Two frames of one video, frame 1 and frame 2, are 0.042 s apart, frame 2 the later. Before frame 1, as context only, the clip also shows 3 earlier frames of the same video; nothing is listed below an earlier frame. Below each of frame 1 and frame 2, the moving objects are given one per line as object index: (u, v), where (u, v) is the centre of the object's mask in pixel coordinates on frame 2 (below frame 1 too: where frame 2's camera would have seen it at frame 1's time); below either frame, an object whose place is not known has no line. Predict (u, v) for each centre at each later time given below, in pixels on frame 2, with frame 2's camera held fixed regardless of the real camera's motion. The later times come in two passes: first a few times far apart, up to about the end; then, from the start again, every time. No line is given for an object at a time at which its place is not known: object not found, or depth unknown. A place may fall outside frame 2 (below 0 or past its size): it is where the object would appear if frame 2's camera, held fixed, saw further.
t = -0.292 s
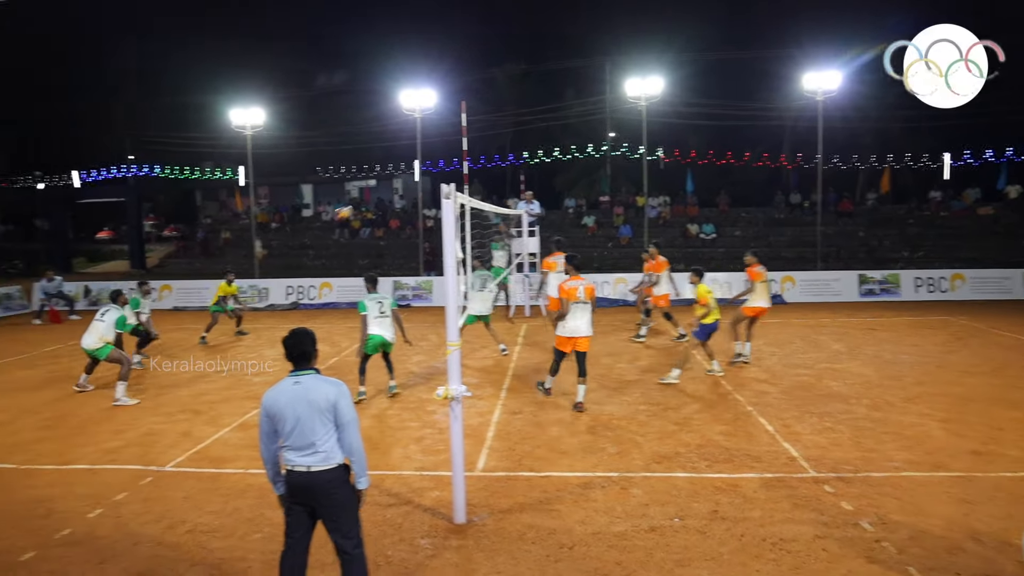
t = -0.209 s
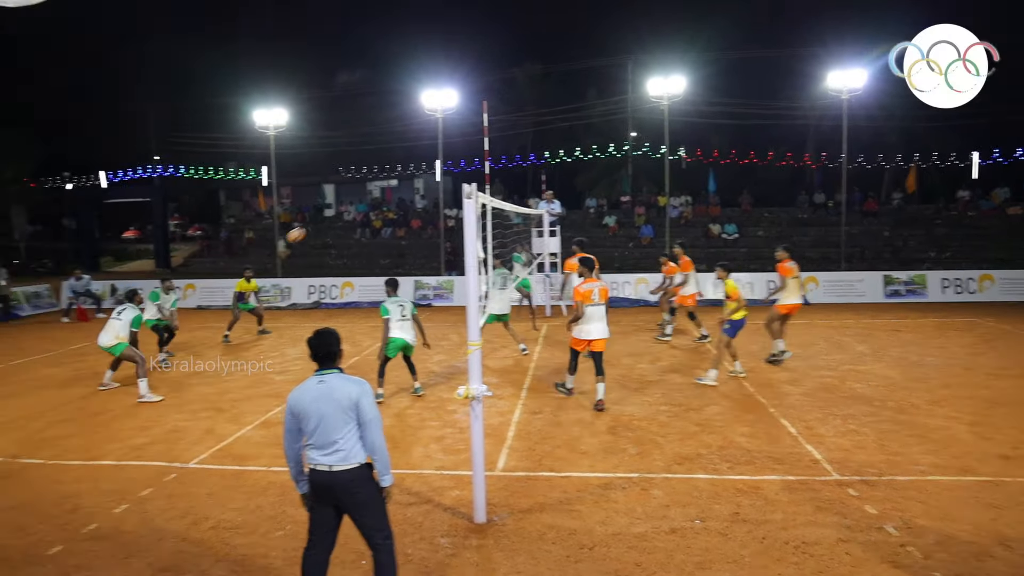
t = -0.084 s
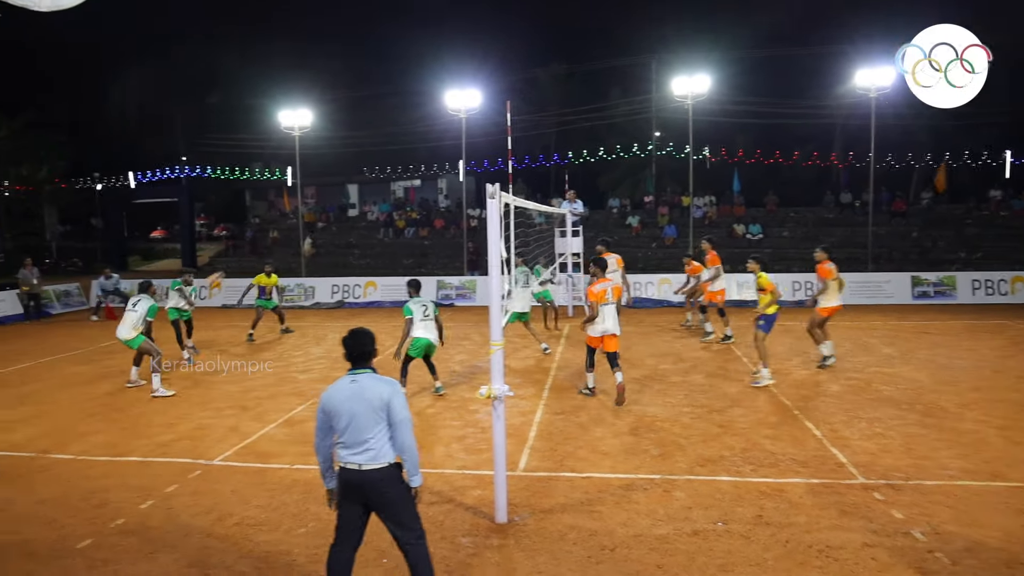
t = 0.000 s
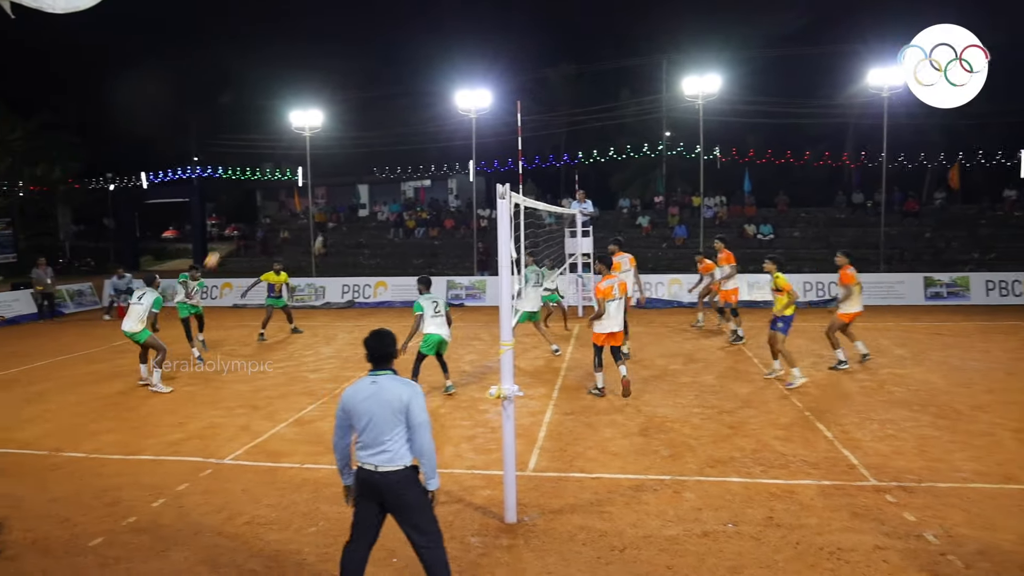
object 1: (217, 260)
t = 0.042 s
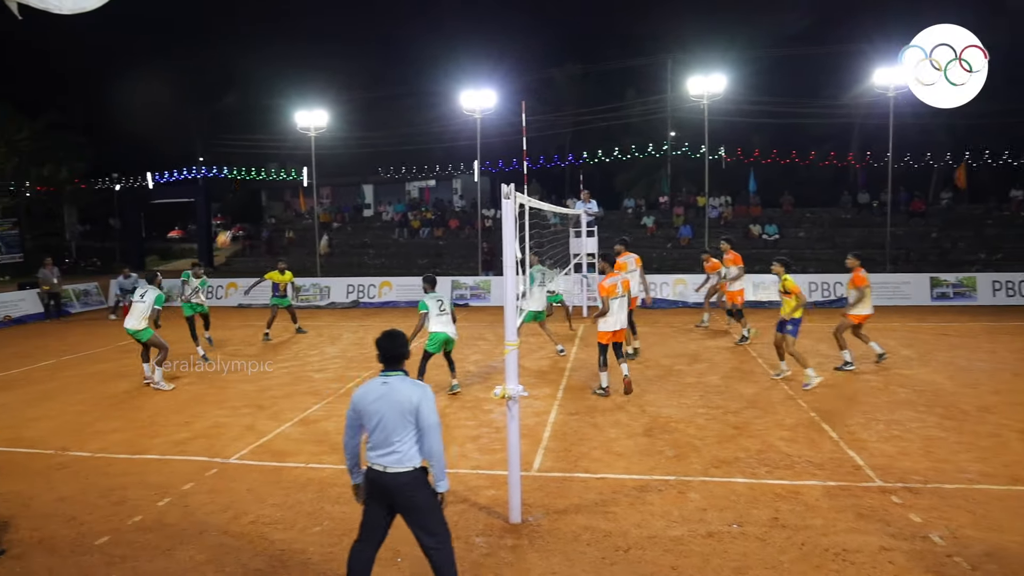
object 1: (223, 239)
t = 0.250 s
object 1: (259, 151)
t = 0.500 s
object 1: (298, 79)
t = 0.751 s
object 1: (334, 43)
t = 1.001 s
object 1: (369, 42)
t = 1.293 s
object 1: (409, 81)
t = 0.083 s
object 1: (231, 220)
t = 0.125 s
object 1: (238, 201)
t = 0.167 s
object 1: (245, 183)
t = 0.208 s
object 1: (252, 166)
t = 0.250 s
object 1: (259, 151)
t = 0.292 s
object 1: (265, 136)
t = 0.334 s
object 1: (272, 123)
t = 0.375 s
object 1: (279, 110)
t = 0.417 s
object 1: (285, 99)
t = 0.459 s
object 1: (292, 88)
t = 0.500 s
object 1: (298, 79)
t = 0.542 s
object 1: (304, 70)
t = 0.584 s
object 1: (310, 63)
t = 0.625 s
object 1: (316, 56)
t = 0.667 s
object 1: (322, 51)
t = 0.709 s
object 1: (328, 47)
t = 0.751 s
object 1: (334, 43)
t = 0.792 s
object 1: (340, 41)
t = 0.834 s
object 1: (346, 39)
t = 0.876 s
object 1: (351, 38)
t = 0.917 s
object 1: (357, 38)
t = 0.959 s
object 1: (363, 40)
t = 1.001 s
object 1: (369, 42)
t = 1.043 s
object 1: (375, 45)
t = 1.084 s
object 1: (381, 49)
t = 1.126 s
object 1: (387, 54)
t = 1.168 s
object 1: (393, 59)
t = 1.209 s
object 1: (398, 66)
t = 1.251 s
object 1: (404, 73)
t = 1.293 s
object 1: (409, 81)
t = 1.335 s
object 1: (415, 90)
